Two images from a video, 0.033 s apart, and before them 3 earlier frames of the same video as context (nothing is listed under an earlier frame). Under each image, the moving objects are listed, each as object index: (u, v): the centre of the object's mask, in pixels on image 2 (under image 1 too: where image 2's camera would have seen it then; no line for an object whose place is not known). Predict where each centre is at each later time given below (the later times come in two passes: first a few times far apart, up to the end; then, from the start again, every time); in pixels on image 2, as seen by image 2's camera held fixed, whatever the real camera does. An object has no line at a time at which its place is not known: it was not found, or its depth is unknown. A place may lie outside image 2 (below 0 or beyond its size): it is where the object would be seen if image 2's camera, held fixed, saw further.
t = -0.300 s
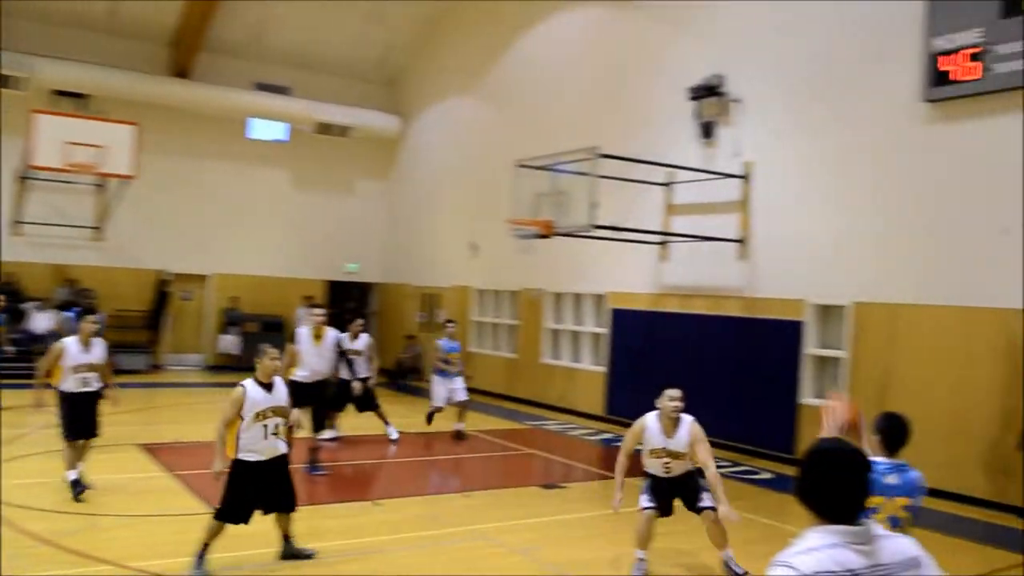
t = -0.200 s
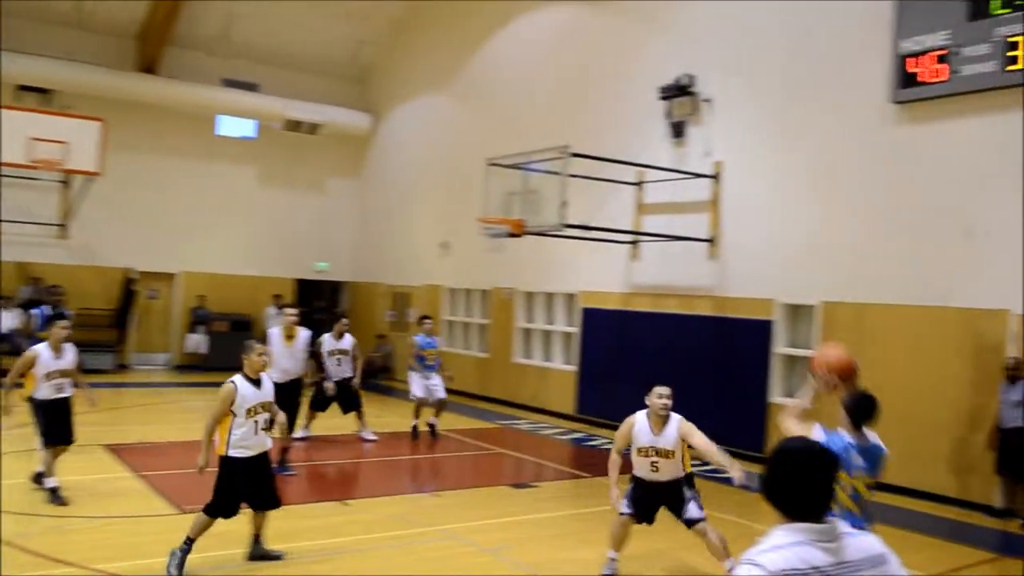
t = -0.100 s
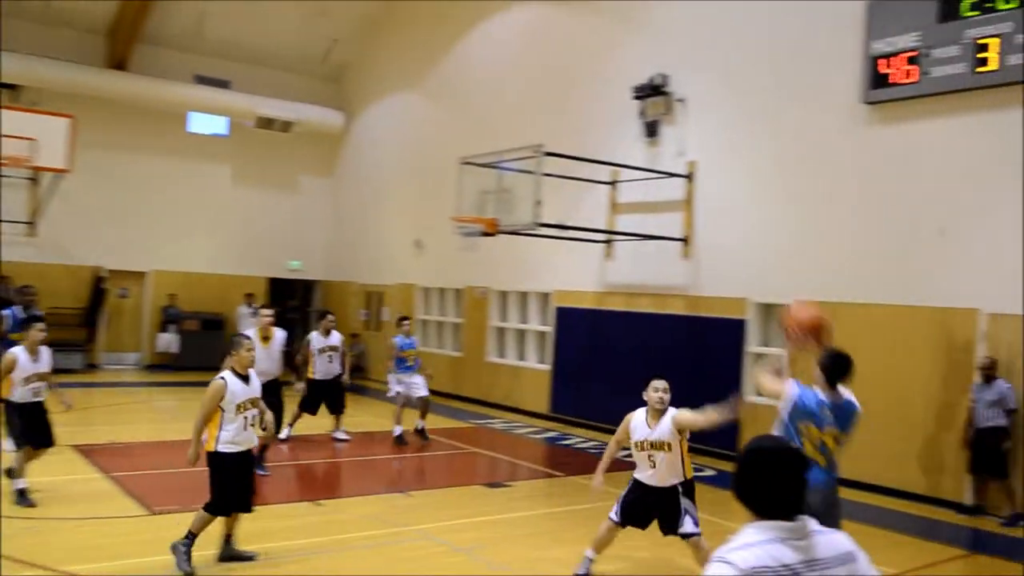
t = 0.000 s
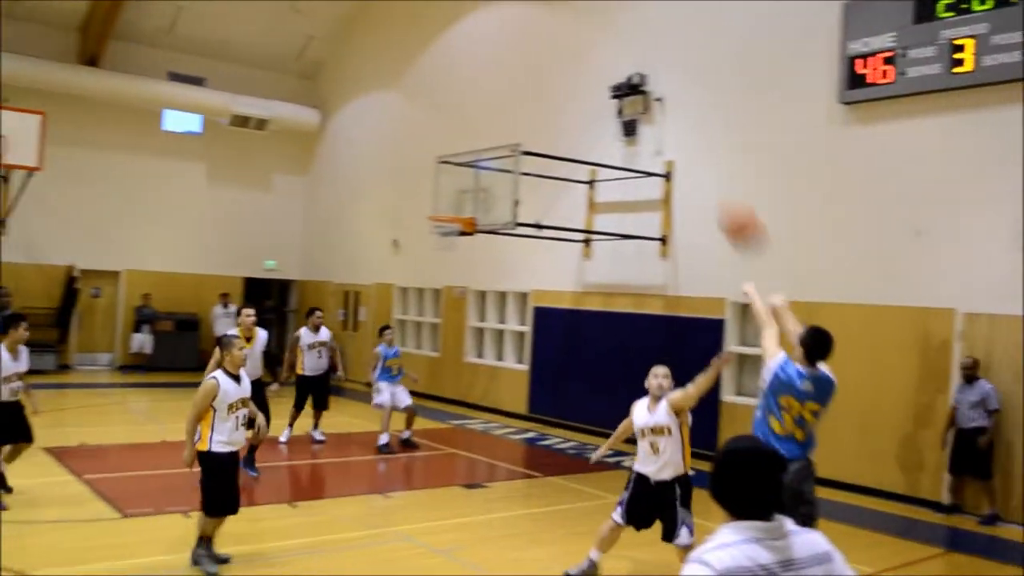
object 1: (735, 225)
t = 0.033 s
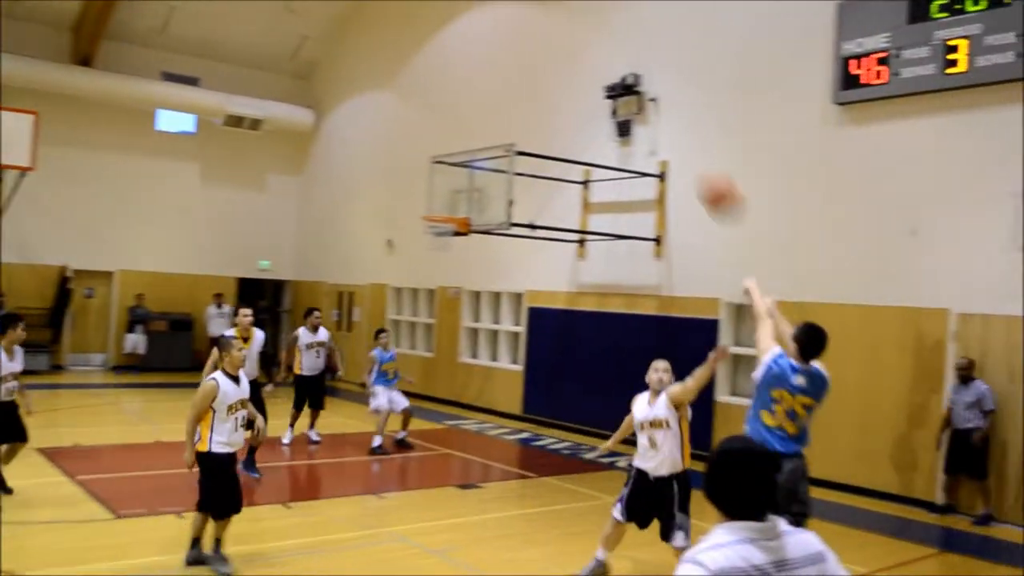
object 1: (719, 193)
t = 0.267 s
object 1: (629, 68)
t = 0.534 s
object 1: (556, 37)
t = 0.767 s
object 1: (508, 72)
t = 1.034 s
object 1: (464, 154)
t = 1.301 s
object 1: (433, 248)
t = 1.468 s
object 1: (429, 287)
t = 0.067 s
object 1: (702, 164)
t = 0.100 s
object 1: (688, 141)
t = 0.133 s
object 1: (674, 120)
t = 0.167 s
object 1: (662, 103)
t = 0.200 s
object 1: (649, 89)
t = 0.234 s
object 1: (639, 78)
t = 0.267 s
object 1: (629, 68)
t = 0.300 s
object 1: (617, 57)
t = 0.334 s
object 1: (607, 50)
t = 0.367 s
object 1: (598, 45)
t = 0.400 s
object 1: (589, 41)
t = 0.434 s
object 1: (581, 38)
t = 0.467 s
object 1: (572, 37)
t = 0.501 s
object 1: (564, 37)
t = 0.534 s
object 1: (556, 37)
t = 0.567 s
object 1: (549, 39)
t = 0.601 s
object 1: (542, 43)
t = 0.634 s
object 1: (534, 47)
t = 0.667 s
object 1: (528, 52)
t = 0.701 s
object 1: (520, 57)
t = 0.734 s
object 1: (514, 64)
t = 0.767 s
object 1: (508, 72)
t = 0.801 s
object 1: (502, 80)
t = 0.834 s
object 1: (496, 89)
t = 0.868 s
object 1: (490, 99)
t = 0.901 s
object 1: (484, 109)
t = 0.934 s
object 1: (479, 119)
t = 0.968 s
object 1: (474, 130)
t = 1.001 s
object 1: (469, 142)
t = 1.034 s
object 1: (464, 154)
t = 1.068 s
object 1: (459, 168)
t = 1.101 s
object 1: (453, 181)
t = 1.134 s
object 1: (449, 194)
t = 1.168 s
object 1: (444, 208)
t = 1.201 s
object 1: (438, 223)
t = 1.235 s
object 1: (436, 233)
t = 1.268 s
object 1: (435, 240)
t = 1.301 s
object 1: (433, 248)
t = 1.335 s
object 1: (432, 253)
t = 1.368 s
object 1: (431, 260)
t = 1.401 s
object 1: (430, 268)
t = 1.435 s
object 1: (429, 277)
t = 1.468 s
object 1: (429, 287)
